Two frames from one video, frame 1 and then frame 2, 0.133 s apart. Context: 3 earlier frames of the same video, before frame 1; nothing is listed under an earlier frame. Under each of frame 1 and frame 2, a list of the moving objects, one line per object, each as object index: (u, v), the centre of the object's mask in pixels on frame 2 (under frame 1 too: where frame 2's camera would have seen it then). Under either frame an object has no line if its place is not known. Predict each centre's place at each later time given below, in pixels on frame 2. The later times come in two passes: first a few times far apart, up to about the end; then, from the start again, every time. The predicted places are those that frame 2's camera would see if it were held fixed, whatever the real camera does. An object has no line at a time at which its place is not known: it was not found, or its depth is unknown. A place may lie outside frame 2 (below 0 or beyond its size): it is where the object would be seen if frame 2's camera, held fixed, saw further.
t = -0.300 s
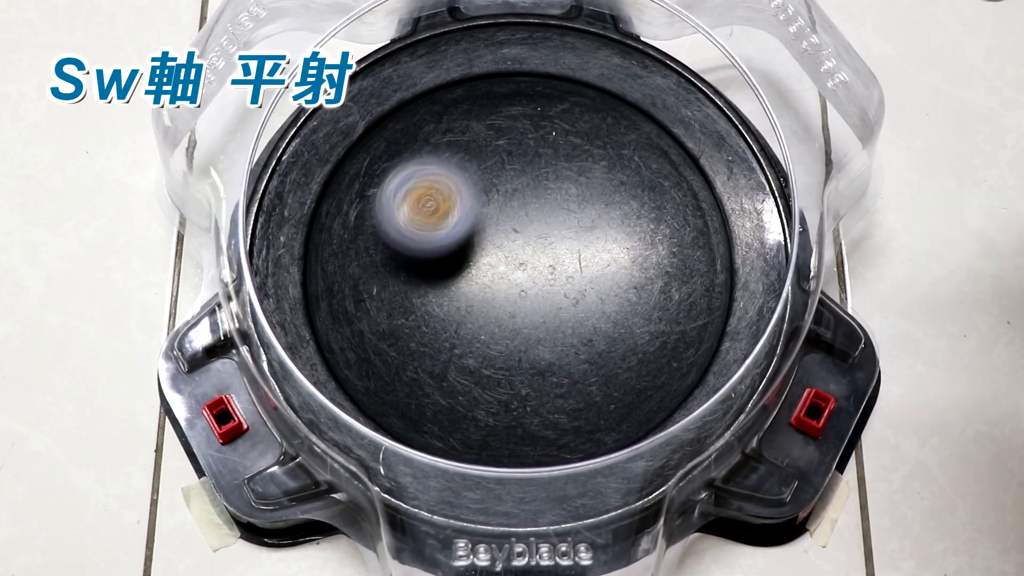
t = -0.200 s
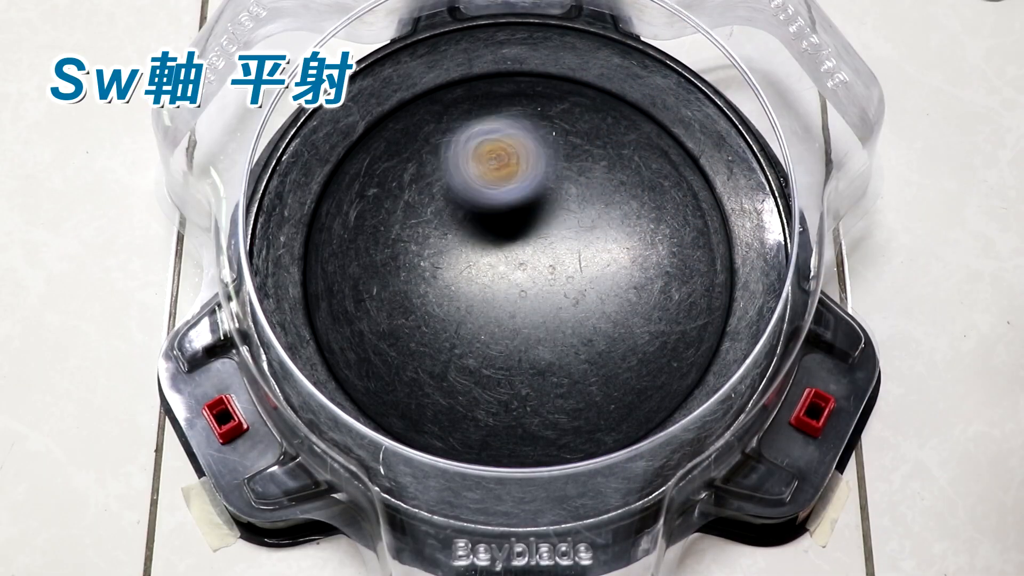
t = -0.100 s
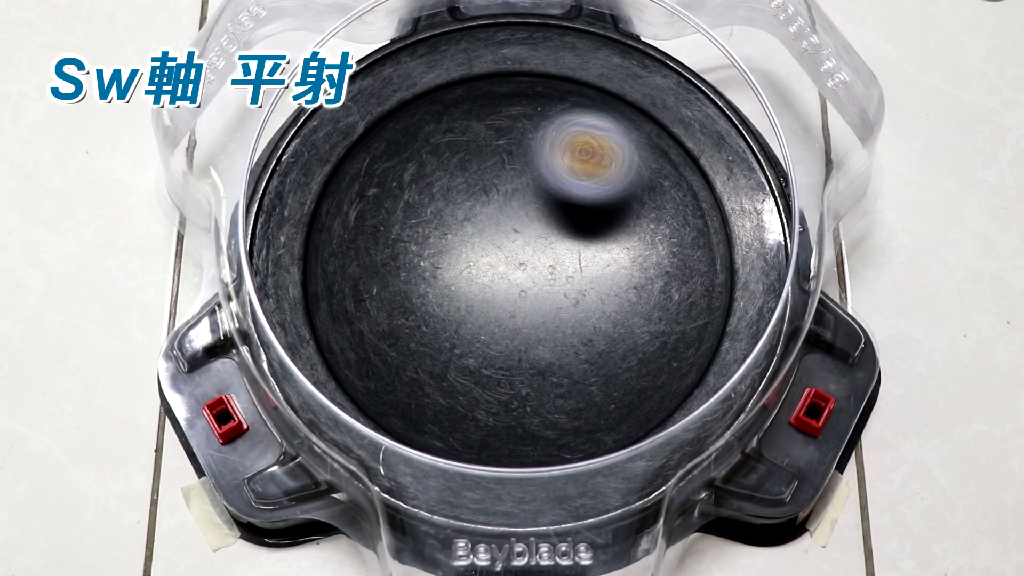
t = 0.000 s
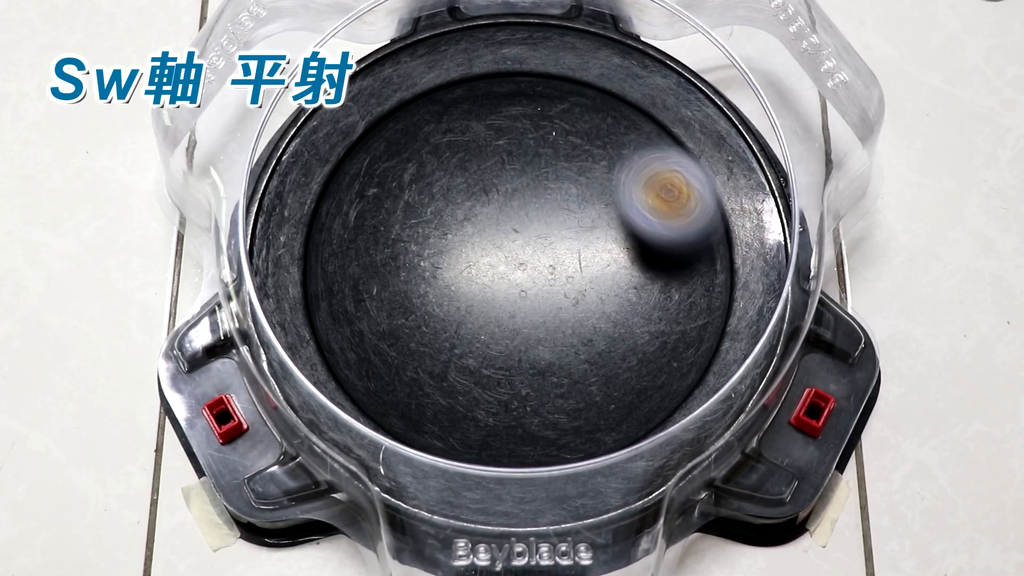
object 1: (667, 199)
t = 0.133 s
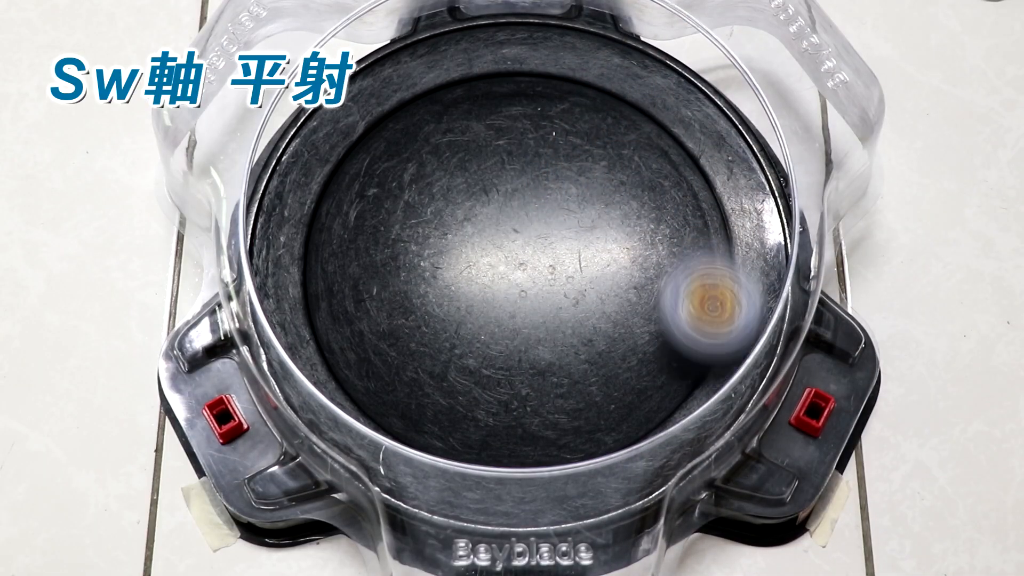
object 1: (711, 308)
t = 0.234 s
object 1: (666, 395)
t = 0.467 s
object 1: (366, 373)
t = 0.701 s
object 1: (465, 66)
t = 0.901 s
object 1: (727, 244)
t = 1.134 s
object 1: (407, 407)
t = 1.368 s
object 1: (399, 93)
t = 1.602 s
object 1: (716, 203)
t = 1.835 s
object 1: (475, 433)
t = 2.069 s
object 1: (335, 160)
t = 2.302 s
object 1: (637, 101)
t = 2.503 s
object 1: (686, 374)
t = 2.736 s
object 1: (374, 387)
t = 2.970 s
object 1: (366, 126)
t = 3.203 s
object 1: (639, 101)
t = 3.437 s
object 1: (688, 379)
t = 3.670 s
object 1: (407, 408)
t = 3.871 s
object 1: (314, 216)
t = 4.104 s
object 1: (529, 61)
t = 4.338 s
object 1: (727, 222)
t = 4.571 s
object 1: (603, 434)
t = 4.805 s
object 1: (345, 354)
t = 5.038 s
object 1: (375, 135)
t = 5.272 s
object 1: (592, 84)
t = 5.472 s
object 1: (724, 238)
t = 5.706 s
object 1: (576, 431)
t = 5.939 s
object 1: (362, 345)
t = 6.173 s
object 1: (373, 146)
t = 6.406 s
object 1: (568, 84)
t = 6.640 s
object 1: (690, 255)
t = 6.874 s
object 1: (556, 410)
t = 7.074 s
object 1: (379, 366)
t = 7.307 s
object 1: (359, 185)
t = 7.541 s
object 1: (537, 114)
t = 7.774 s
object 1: (674, 235)
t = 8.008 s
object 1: (598, 396)
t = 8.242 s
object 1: (407, 361)
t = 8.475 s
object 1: (390, 192)
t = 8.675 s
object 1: (517, 115)
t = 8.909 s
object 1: (659, 190)
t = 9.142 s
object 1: (614, 357)
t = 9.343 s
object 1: (455, 371)
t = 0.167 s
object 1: (702, 336)
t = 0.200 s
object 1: (687, 370)
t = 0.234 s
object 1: (666, 395)
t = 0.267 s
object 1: (632, 415)
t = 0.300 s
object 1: (589, 432)
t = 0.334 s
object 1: (548, 443)
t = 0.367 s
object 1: (500, 433)
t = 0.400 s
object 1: (445, 421)
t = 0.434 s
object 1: (410, 406)
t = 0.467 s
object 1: (366, 373)
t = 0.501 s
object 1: (331, 333)
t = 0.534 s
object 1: (315, 285)
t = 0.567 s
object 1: (314, 231)
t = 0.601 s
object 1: (330, 169)
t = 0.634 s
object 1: (359, 133)
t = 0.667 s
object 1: (406, 90)
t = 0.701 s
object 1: (465, 66)
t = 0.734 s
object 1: (522, 58)
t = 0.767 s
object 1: (578, 68)
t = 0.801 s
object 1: (632, 94)
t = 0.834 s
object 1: (680, 133)
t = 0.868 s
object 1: (710, 182)
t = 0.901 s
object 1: (727, 244)
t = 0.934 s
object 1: (718, 308)
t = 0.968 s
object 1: (687, 357)
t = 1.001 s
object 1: (643, 404)
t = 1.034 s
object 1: (591, 427)
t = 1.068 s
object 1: (528, 433)
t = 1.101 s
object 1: (455, 425)
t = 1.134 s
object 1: (407, 407)
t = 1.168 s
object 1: (362, 372)
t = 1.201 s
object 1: (326, 326)
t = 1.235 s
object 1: (309, 276)
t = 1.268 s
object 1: (309, 224)
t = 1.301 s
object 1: (329, 167)
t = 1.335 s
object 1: (358, 129)
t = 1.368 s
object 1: (399, 93)
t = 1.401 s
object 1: (447, 72)
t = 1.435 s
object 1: (502, 62)
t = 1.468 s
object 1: (554, 64)
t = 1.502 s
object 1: (608, 82)
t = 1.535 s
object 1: (653, 110)
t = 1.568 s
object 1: (688, 149)
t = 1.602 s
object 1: (716, 203)
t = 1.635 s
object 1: (726, 259)
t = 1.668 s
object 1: (714, 312)
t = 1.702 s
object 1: (682, 365)
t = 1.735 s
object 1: (650, 405)
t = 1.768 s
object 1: (597, 434)
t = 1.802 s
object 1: (532, 448)
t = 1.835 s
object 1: (475, 433)
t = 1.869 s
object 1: (419, 414)
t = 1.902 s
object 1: (373, 383)
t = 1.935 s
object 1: (336, 346)
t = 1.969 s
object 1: (313, 303)
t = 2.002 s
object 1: (305, 246)
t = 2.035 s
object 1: (314, 211)
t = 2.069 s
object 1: (335, 160)
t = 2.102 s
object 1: (370, 119)
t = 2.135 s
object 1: (404, 92)
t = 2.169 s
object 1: (446, 73)
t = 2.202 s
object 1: (499, 65)
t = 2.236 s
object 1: (547, 67)
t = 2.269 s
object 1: (593, 79)
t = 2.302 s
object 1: (637, 101)
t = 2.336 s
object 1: (677, 139)
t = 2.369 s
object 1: (704, 173)
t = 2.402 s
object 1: (722, 226)
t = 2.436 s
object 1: (727, 278)
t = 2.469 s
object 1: (711, 328)
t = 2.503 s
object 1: (686, 374)
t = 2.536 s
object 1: (651, 404)
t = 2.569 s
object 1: (608, 436)
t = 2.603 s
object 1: (556, 449)
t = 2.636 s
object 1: (504, 450)
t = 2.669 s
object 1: (454, 429)
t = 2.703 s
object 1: (409, 409)
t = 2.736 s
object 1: (374, 387)
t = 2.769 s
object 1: (344, 358)
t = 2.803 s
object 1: (321, 317)
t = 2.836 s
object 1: (308, 278)
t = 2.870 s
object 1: (309, 234)
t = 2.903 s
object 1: (319, 192)
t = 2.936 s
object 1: (338, 159)
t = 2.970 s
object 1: (366, 126)
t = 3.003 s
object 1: (401, 96)
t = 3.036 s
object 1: (438, 78)
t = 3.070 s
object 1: (478, 67)
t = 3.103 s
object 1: (521, 63)
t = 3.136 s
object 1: (562, 68)
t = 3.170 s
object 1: (599, 78)
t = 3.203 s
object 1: (639, 101)
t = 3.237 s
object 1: (678, 132)
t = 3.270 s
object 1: (703, 164)
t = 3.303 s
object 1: (722, 211)
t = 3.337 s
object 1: (731, 254)
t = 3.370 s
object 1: (725, 301)
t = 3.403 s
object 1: (708, 337)
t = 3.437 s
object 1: (688, 379)
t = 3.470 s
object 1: (655, 408)
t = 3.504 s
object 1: (617, 429)
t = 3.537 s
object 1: (573, 446)
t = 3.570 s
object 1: (530, 453)
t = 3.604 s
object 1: (480, 449)
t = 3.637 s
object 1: (439, 422)
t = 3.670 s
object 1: (407, 408)
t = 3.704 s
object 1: (372, 382)
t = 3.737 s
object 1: (345, 356)
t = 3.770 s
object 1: (325, 326)
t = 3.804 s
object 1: (311, 286)
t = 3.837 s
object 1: (308, 254)
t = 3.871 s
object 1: (314, 216)
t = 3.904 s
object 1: (327, 177)
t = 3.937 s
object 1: (347, 149)
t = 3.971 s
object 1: (372, 120)
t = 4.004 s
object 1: (410, 90)
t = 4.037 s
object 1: (446, 74)
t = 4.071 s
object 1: (485, 64)
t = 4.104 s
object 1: (529, 61)
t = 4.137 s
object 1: (568, 65)
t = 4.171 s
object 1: (600, 74)
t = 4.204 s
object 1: (638, 95)
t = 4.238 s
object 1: (671, 119)
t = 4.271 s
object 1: (692, 143)
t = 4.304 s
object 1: (714, 178)
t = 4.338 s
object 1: (727, 222)
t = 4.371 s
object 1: (732, 257)
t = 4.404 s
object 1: (728, 290)
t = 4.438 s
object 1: (711, 331)
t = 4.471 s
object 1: (693, 359)
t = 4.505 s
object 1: (669, 392)
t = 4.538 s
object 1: (639, 418)
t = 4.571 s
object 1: (603, 434)
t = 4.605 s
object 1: (560, 444)
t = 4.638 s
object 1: (520, 451)
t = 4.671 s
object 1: (482, 433)
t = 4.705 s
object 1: (438, 421)
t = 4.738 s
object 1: (401, 404)
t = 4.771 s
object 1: (374, 385)
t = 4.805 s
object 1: (345, 354)
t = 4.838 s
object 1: (325, 324)
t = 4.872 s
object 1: (314, 292)
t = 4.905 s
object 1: (313, 254)
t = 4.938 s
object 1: (320, 224)
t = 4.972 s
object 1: (332, 192)
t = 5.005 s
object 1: (350, 159)
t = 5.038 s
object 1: (375, 135)
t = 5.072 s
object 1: (398, 115)
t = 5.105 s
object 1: (430, 96)
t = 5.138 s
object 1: (461, 84)
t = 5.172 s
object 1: (492, 77)
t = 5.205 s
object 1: (528, 74)
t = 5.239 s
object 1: (561, 77)
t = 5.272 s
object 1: (592, 84)
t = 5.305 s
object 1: (630, 98)
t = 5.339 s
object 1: (659, 117)
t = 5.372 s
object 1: (683, 136)
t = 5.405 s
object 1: (705, 167)
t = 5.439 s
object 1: (718, 203)
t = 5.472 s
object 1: (724, 238)
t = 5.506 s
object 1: (726, 276)
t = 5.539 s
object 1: (717, 313)
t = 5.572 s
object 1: (700, 344)
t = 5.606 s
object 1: (674, 374)
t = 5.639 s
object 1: (646, 402)
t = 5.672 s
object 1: (617, 418)
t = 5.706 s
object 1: (576, 431)
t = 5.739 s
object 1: (542, 436)
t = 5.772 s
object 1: (506, 427)
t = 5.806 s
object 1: (465, 419)
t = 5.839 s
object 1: (434, 407)
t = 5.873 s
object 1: (408, 391)
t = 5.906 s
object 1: (380, 367)
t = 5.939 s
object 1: (362, 345)
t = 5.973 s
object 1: (348, 316)
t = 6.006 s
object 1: (338, 284)
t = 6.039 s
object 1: (335, 256)
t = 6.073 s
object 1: (338, 228)
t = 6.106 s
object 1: (344, 196)
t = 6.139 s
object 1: (358, 169)
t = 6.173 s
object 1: (373, 146)
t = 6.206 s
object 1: (396, 120)
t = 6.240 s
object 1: (419, 103)
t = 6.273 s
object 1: (447, 89)
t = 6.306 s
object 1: (477, 79)
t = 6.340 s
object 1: (507, 75)
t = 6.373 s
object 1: (535, 77)
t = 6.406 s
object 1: (568, 84)
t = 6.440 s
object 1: (599, 96)
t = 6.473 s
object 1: (623, 113)
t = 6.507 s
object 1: (647, 134)
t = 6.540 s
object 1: (667, 163)
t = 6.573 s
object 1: (679, 186)
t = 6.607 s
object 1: (688, 221)
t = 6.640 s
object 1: (690, 255)
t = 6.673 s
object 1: (687, 283)
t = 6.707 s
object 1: (678, 312)
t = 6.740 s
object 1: (658, 344)
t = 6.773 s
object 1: (639, 365)
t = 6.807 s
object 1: (613, 385)
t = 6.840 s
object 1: (580, 402)
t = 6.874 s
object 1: (556, 410)
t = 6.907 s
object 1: (522, 415)
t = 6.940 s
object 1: (489, 413)
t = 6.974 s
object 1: (458, 408)
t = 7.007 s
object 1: (428, 396)
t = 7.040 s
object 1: (401, 382)
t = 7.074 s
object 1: (379, 366)
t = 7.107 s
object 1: (362, 343)
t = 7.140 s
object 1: (347, 317)
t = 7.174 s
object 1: (338, 293)
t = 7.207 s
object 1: (335, 264)
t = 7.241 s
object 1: (339, 234)
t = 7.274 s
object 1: (344, 213)
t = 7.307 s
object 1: (359, 185)
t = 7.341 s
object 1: (380, 162)
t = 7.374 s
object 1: (397, 147)
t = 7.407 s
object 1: (423, 130)
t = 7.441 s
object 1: (451, 119)
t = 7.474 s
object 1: (475, 114)
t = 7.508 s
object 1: (505, 111)
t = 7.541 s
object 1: (537, 114)
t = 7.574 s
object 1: (561, 120)
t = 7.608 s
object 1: (588, 132)
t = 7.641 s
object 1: (612, 148)
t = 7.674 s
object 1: (632, 164)
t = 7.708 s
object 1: (650, 186)
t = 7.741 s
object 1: (665, 211)
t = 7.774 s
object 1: (674, 235)
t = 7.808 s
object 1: (678, 261)
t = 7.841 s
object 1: (678, 290)
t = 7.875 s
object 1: (672, 315)
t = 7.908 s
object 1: (658, 340)
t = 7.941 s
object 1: (641, 366)
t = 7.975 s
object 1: (620, 383)
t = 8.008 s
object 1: (598, 396)
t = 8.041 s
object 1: (568, 407)
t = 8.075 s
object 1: (540, 411)
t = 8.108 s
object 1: (511, 412)
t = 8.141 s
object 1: (481, 405)
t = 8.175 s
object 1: (453, 396)
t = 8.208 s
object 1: (429, 381)
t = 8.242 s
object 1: (407, 361)
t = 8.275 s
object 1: (393, 343)
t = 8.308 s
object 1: (380, 318)
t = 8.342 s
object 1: (372, 289)
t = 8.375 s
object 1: (370, 268)
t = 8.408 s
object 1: (372, 239)
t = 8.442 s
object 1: (380, 213)
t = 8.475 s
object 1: (390, 192)
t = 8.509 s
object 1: (405, 170)
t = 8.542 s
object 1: (426, 152)
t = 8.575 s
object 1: (445, 137)
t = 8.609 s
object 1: (467, 127)
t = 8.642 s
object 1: (492, 118)
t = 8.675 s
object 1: (517, 115)
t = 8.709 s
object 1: (541, 114)
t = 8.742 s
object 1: (569, 118)
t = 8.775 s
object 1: (591, 125)
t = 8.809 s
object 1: (611, 136)
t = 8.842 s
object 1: (632, 153)
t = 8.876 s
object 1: (647, 168)
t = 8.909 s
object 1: (659, 190)
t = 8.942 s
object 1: (669, 218)
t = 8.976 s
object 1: (676, 245)
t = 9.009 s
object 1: (673, 270)
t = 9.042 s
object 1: (665, 296)
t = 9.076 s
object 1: (653, 321)
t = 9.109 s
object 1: (637, 340)
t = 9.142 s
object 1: (614, 357)
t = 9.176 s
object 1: (590, 372)
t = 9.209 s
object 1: (564, 379)
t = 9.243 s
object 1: (537, 384)
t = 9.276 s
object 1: (508, 385)
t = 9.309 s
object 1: (484, 381)
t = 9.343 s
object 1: (455, 371)
